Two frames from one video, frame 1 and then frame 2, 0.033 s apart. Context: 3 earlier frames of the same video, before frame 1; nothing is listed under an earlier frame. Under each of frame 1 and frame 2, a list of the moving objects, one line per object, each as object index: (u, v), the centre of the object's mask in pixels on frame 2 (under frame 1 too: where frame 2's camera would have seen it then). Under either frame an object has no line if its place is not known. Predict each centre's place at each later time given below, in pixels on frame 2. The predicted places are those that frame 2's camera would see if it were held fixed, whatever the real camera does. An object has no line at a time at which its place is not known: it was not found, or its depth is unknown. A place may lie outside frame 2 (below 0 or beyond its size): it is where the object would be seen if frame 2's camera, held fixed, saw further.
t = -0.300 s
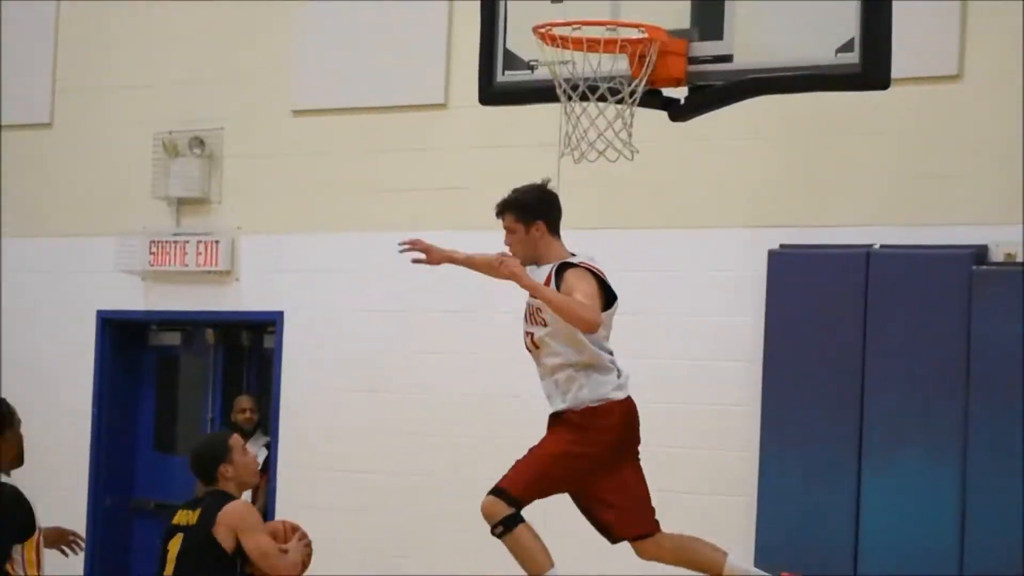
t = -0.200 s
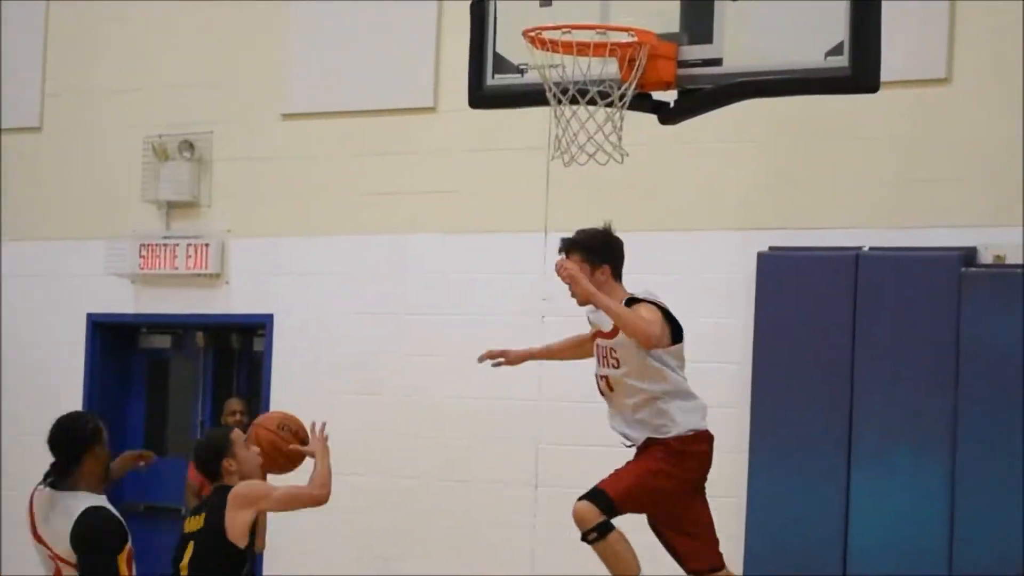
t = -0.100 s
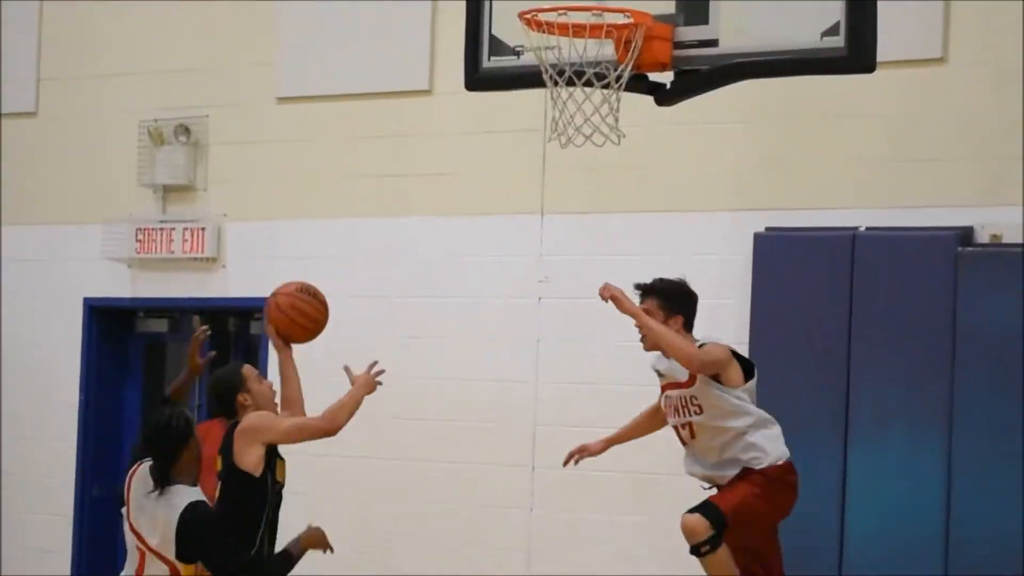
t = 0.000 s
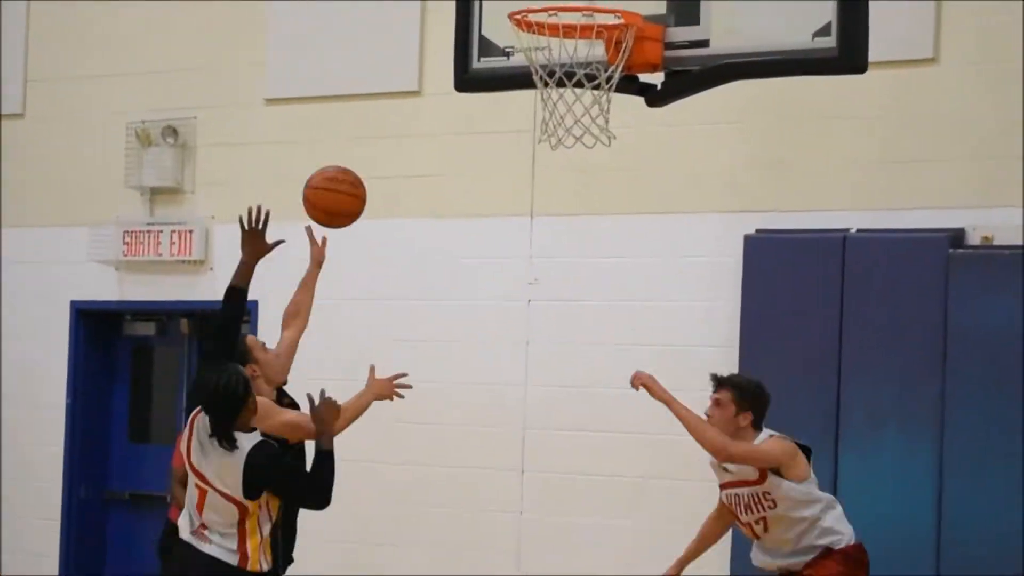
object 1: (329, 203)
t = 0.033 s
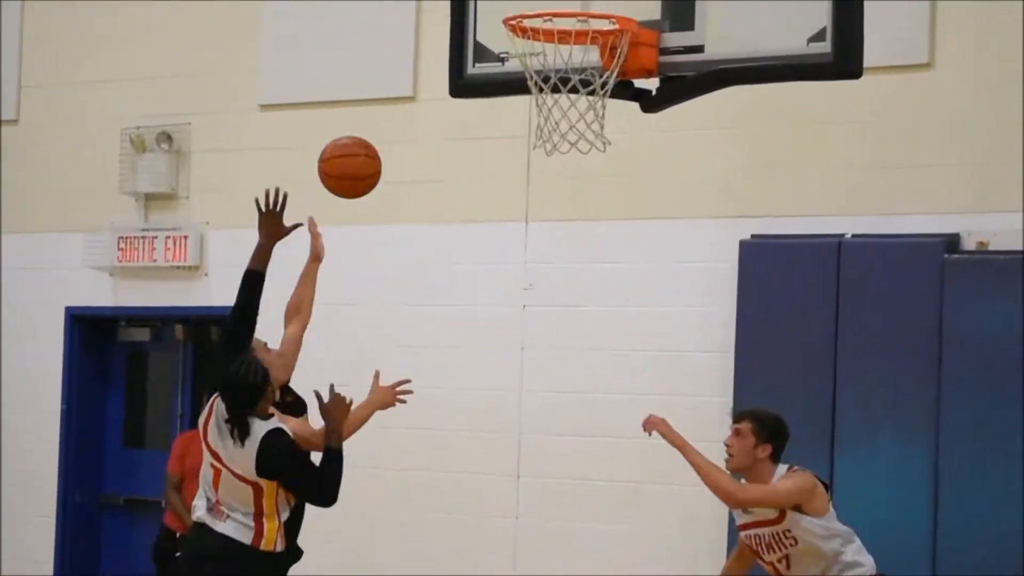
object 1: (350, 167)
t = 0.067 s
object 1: (370, 135)
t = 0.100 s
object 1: (391, 104)
